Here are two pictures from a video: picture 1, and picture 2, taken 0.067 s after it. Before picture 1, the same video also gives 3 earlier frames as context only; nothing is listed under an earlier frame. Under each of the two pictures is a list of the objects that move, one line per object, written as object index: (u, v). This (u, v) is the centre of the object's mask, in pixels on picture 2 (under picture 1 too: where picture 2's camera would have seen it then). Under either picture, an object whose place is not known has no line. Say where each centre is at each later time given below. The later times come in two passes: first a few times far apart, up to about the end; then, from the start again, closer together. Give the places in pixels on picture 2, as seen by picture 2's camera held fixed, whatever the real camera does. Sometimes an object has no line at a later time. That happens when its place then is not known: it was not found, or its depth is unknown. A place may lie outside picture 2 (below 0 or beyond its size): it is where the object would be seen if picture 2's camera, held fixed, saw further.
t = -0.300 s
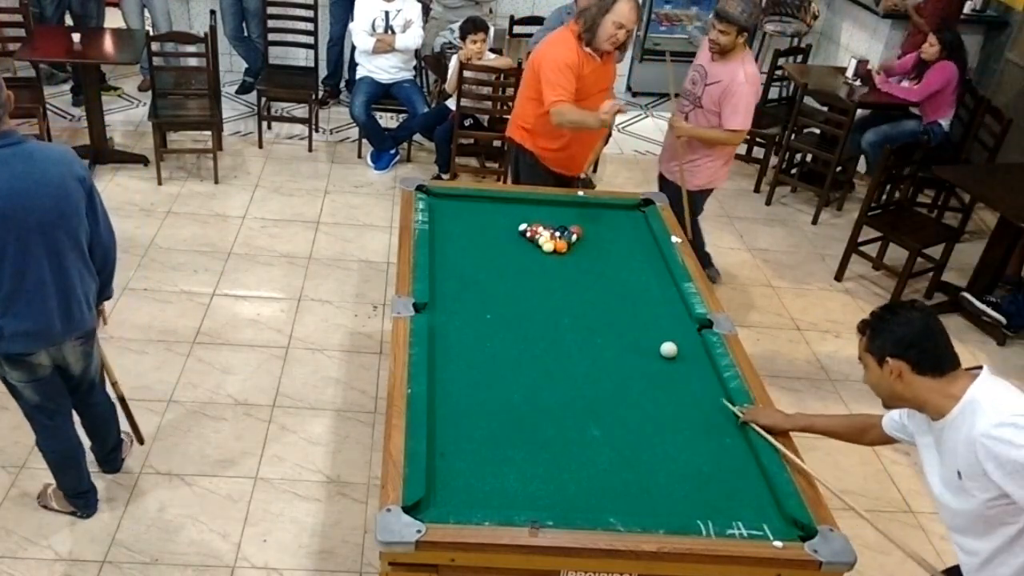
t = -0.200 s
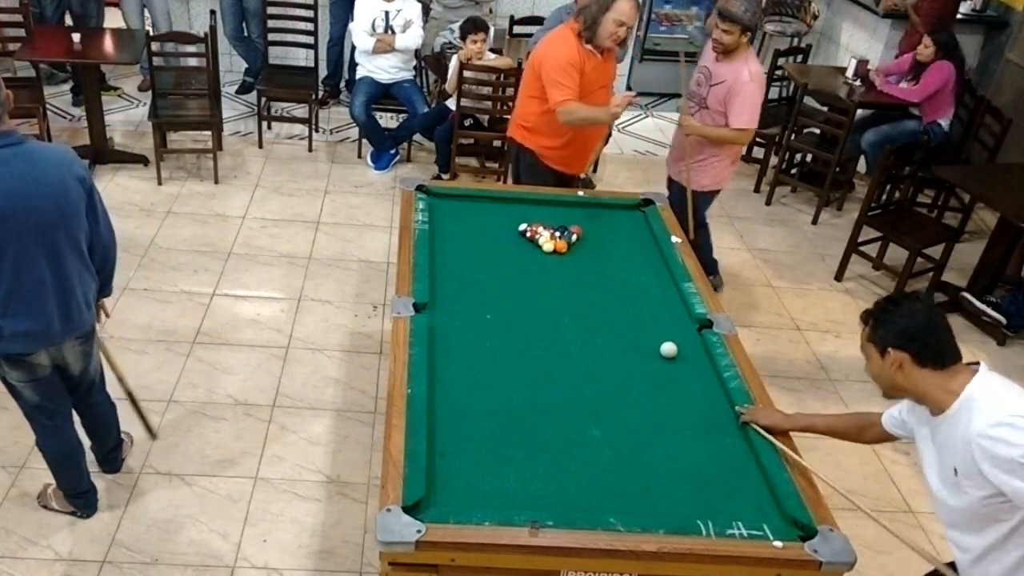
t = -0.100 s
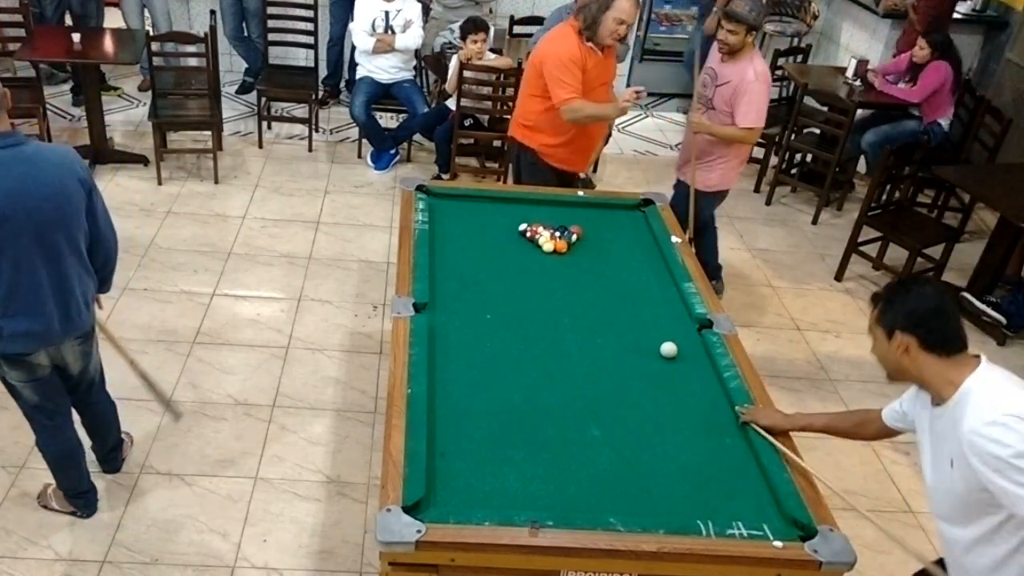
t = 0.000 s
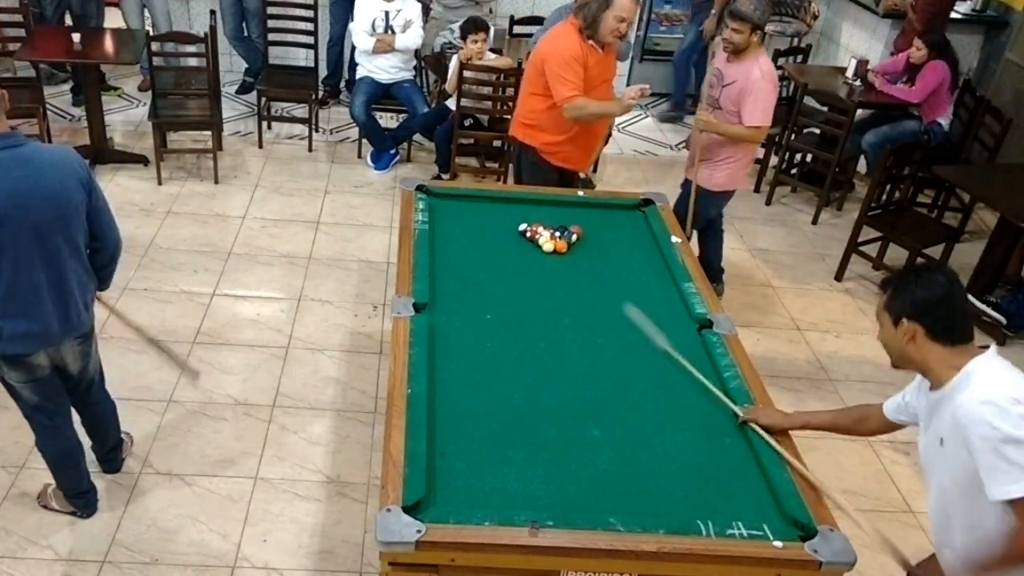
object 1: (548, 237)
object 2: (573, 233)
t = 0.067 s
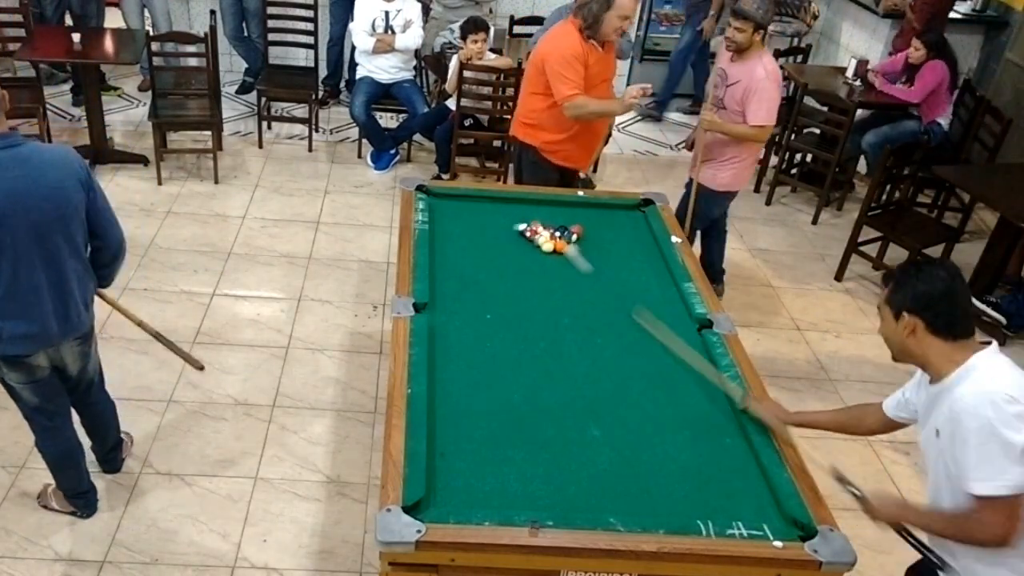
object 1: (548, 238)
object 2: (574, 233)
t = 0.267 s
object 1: (515, 241)
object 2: (607, 212)
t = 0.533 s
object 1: (482, 245)
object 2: (648, 244)
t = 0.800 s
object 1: (479, 236)
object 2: (655, 273)
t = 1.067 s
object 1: (477, 228)
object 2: (651, 300)
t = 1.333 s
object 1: (497, 227)
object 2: (647, 330)
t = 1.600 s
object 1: (515, 226)
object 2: (642, 358)
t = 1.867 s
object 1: (531, 226)
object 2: (638, 384)
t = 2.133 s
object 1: (546, 225)
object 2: (634, 406)
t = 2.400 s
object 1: (559, 225)
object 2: (629, 428)
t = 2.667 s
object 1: (570, 225)
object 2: (625, 451)
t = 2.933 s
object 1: (581, 225)
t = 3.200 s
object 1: (588, 225)
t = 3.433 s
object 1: (594, 225)
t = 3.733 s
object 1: (599, 226)
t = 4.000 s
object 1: (602, 226)
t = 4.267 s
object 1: (603, 226)
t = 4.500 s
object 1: (603, 226)
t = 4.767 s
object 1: (603, 226)
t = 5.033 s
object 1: (603, 226)
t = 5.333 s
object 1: (603, 226)
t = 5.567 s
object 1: (603, 226)
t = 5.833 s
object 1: (603, 226)
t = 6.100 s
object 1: (603, 226)
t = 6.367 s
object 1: (603, 226)
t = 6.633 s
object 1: (603, 226)
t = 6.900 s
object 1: (603, 226)
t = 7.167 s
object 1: (603, 226)
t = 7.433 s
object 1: (603, 226)
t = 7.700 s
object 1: (603, 226)
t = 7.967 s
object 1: (603, 226)
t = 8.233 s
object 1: (603, 226)
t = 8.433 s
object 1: (603, 226)
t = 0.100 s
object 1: (540, 236)
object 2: (576, 229)
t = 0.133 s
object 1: (535, 237)
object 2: (581, 226)
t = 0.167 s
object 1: (531, 237)
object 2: (592, 214)
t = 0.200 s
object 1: (527, 238)
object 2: (597, 209)
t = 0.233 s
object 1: (523, 238)
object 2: (602, 208)
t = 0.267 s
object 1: (515, 241)
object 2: (607, 212)
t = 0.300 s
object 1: (508, 244)
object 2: (612, 216)
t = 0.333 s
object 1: (495, 249)
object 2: (617, 220)
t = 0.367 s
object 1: (484, 251)
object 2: (622, 224)
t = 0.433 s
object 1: (478, 250)
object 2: (632, 232)
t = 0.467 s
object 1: (480, 248)
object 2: (637, 236)
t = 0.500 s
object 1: (481, 246)
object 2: (643, 240)
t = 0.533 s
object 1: (482, 245)
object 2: (648, 244)
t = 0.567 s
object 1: (482, 243)
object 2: (654, 248)
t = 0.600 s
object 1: (482, 242)
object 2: (657, 252)
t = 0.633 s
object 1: (481, 241)
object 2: (657, 256)
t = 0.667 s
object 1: (481, 240)
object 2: (657, 259)
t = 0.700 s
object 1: (480, 239)
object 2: (657, 262)
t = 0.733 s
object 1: (480, 237)
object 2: (657, 266)
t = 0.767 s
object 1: (479, 236)
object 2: (656, 269)
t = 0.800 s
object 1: (479, 236)
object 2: (655, 273)
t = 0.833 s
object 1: (478, 234)
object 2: (656, 275)
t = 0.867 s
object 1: (478, 233)
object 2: (654, 279)
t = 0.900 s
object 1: (477, 232)
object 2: (654, 283)
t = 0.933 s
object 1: (477, 231)
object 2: (653, 286)
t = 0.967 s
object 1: (477, 230)
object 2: (653, 290)
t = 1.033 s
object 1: (476, 228)
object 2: (652, 296)
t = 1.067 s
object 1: (477, 228)
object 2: (651, 300)
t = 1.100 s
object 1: (480, 228)
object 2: (651, 304)
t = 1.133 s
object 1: (482, 228)
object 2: (651, 307)
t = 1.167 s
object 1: (485, 228)
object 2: (650, 310)
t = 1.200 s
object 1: (487, 227)
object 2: (649, 314)
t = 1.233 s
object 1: (490, 227)
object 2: (648, 318)
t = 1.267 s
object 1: (493, 227)
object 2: (648, 322)
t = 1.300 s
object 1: (495, 227)
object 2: (647, 326)
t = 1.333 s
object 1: (497, 227)
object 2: (647, 330)
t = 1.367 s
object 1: (499, 227)
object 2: (646, 333)
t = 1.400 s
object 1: (502, 227)
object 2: (646, 337)
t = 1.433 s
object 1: (504, 227)
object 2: (645, 341)
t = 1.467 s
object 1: (506, 227)
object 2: (644, 345)
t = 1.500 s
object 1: (509, 227)
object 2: (644, 349)
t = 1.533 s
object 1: (511, 227)
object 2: (643, 352)
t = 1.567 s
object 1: (513, 226)
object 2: (643, 356)
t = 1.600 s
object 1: (515, 226)
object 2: (642, 358)
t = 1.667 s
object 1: (519, 226)
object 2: (639, 365)
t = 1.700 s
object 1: (521, 226)
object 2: (639, 368)
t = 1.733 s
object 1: (523, 226)
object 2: (639, 372)
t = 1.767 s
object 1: (526, 226)
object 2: (639, 374)
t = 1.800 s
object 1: (528, 226)
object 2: (639, 378)
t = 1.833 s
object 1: (529, 226)
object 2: (638, 381)
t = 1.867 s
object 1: (531, 226)
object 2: (638, 384)
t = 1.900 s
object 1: (533, 225)
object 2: (637, 386)
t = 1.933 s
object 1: (535, 225)
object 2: (637, 389)
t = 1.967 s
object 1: (537, 225)
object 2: (636, 392)
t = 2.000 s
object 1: (539, 225)
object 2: (636, 394)
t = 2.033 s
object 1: (541, 225)
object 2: (635, 397)
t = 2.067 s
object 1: (542, 225)
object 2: (635, 400)
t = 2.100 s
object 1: (544, 225)
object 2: (634, 403)
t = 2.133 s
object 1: (546, 225)
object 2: (634, 406)
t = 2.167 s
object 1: (548, 225)
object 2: (633, 408)
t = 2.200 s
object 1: (550, 225)
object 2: (633, 411)
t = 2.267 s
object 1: (553, 225)
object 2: (632, 417)
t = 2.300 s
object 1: (554, 225)
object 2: (631, 420)
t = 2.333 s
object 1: (556, 225)
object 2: (631, 423)
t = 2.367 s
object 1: (558, 225)
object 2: (630, 425)
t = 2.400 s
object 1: (559, 225)
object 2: (629, 428)
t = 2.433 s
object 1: (561, 225)
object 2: (629, 431)
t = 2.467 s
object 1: (562, 225)
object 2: (628, 434)
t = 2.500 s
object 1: (564, 225)
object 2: (628, 437)
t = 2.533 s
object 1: (565, 225)
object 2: (627, 440)
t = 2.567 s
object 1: (566, 225)
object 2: (627, 442)
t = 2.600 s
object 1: (568, 225)
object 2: (626, 445)
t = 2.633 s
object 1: (569, 225)
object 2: (626, 448)
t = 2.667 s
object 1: (570, 225)
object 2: (625, 451)
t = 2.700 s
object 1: (572, 225)
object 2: (625, 453)
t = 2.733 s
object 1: (573, 225)
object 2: (624, 456)
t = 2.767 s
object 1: (574, 225)
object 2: (623, 459)
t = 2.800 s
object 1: (576, 225)
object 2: (623, 462)
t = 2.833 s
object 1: (577, 225)
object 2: (622, 464)
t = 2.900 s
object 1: (579, 225)
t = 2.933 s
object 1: (581, 225)
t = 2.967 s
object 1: (582, 225)
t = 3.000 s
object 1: (583, 225)
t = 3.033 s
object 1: (583, 225)
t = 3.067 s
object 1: (584, 225)
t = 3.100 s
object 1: (585, 225)
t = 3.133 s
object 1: (587, 225)
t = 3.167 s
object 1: (587, 225)
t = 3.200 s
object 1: (588, 225)
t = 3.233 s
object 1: (589, 225)
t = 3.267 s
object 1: (590, 225)
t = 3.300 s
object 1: (591, 225)
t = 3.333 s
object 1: (592, 225)
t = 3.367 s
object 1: (593, 225)
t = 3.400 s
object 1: (593, 225)
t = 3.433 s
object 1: (594, 225)
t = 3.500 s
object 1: (596, 225)
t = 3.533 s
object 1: (596, 225)
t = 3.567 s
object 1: (596, 225)
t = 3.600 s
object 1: (597, 225)
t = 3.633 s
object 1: (597, 226)
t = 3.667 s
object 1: (598, 226)
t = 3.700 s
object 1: (598, 226)
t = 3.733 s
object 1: (599, 226)
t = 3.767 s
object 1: (599, 226)
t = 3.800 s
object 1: (600, 226)
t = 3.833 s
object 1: (600, 226)
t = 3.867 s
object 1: (600, 226)
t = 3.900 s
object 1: (601, 226)
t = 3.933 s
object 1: (601, 226)
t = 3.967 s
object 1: (601, 226)
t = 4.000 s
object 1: (602, 226)
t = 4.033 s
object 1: (602, 226)
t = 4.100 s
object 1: (602, 226)
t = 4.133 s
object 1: (602, 226)
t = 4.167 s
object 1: (602, 226)
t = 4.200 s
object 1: (603, 226)
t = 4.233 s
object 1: (603, 226)
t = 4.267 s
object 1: (603, 226)
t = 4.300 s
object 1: (603, 226)
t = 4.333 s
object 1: (603, 226)
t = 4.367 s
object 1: (603, 226)
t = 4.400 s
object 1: (603, 226)
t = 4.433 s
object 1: (603, 226)
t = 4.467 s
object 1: (603, 226)
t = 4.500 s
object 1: (603, 226)
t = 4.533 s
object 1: (603, 226)
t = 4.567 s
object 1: (603, 226)
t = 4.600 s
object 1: (603, 226)
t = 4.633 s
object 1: (603, 226)
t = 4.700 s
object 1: (603, 226)
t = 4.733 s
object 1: (603, 226)
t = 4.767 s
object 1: (603, 226)
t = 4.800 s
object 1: (603, 226)
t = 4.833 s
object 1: (603, 226)
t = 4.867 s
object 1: (603, 226)
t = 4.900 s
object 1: (603, 226)
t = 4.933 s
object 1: (603, 226)
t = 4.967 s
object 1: (603, 226)
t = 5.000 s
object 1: (603, 226)
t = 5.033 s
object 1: (603, 226)
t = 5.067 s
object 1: (603, 226)
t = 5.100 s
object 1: (603, 226)
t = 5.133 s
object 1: (603, 226)
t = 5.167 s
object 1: (603, 226)
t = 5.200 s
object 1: (603, 226)
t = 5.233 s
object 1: (603, 226)
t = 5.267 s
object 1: (603, 226)
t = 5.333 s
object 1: (603, 226)
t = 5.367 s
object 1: (603, 226)
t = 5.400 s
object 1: (603, 226)
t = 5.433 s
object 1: (603, 226)
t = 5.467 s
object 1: (603, 226)
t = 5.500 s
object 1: (603, 226)
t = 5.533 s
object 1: (603, 226)
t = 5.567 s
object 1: (603, 226)
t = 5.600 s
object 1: (603, 226)
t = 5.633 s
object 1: (603, 226)
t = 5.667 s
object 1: (603, 226)
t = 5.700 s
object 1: (603, 226)
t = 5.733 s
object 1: (603, 226)
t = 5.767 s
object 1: (603, 226)
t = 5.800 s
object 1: (603, 226)
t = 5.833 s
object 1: (603, 226)
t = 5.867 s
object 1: (603, 226)
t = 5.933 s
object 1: (603, 226)
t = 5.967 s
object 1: (603, 226)
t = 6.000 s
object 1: (603, 226)
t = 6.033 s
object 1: (603, 226)
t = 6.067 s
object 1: (603, 226)
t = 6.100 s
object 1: (603, 226)
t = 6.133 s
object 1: (603, 226)
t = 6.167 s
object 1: (603, 226)
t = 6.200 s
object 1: (603, 226)
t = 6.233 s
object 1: (603, 226)
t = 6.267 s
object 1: (603, 226)
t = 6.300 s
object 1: (603, 226)
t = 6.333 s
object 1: (603, 226)
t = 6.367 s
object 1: (603, 226)
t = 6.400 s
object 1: (603, 226)
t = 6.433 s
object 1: (603, 226)
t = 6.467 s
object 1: (603, 226)
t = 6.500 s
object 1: (603, 226)
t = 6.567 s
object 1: (603, 226)
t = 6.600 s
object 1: (603, 226)
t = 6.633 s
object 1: (603, 226)
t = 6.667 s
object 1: (603, 226)
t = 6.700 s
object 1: (603, 226)
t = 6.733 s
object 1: (603, 226)
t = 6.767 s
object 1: (603, 226)
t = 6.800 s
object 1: (603, 226)
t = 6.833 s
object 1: (603, 226)
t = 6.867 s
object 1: (603, 226)
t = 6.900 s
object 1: (603, 226)
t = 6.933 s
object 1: (603, 226)
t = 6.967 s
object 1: (603, 226)
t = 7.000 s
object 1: (603, 226)
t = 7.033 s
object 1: (603, 226)
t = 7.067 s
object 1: (603, 226)
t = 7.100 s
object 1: (603, 226)
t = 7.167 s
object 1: (603, 226)
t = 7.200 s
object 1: (603, 226)
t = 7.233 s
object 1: (603, 226)
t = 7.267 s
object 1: (603, 226)
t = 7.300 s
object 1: (603, 226)
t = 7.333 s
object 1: (603, 226)
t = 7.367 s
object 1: (603, 226)
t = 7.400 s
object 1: (603, 226)
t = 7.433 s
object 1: (603, 226)
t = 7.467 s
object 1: (603, 226)
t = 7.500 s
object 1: (603, 226)
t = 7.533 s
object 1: (603, 226)
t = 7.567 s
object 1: (603, 226)
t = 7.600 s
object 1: (603, 226)
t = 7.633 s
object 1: (603, 226)
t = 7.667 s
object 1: (603, 226)
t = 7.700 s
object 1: (603, 226)
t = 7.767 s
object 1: (603, 226)
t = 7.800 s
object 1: (603, 226)
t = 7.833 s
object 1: (603, 226)
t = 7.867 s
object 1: (603, 226)
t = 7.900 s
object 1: (603, 226)
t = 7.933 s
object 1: (603, 226)
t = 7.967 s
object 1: (603, 226)
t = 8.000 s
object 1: (603, 226)
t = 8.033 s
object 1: (603, 226)
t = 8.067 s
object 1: (603, 226)
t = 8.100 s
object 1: (603, 226)
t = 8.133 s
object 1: (603, 226)
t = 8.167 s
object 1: (603, 226)
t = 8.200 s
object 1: (603, 226)
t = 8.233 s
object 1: (603, 226)
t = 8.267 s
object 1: (603, 226)
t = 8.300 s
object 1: (603, 226)
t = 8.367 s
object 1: (603, 226)
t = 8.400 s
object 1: (603, 226)
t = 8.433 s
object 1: (603, 226)
